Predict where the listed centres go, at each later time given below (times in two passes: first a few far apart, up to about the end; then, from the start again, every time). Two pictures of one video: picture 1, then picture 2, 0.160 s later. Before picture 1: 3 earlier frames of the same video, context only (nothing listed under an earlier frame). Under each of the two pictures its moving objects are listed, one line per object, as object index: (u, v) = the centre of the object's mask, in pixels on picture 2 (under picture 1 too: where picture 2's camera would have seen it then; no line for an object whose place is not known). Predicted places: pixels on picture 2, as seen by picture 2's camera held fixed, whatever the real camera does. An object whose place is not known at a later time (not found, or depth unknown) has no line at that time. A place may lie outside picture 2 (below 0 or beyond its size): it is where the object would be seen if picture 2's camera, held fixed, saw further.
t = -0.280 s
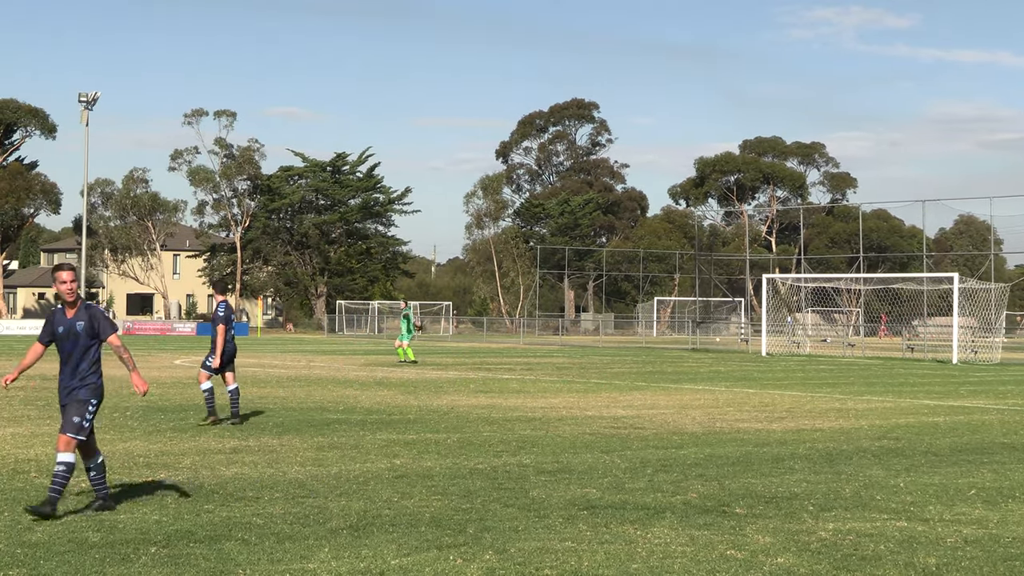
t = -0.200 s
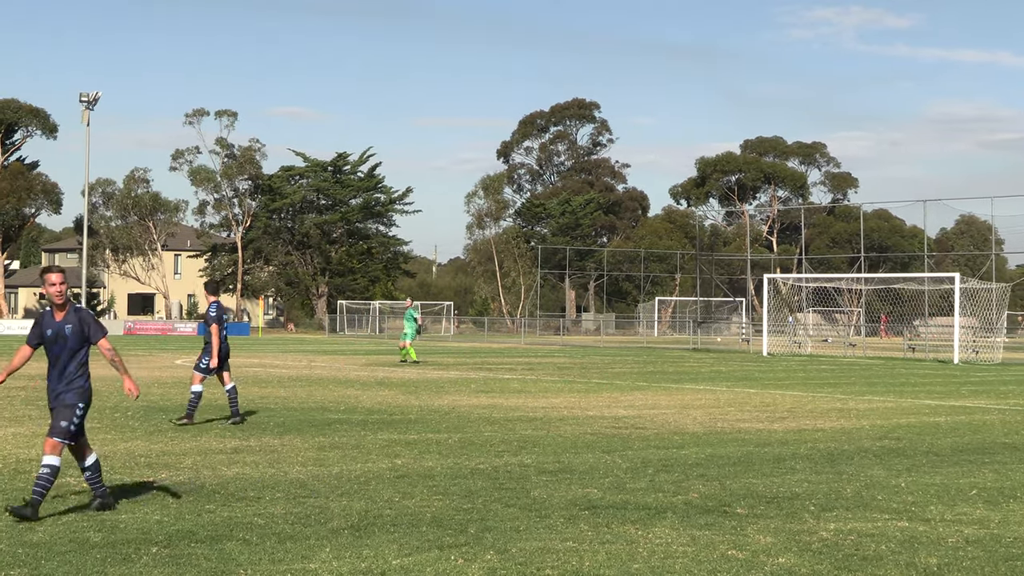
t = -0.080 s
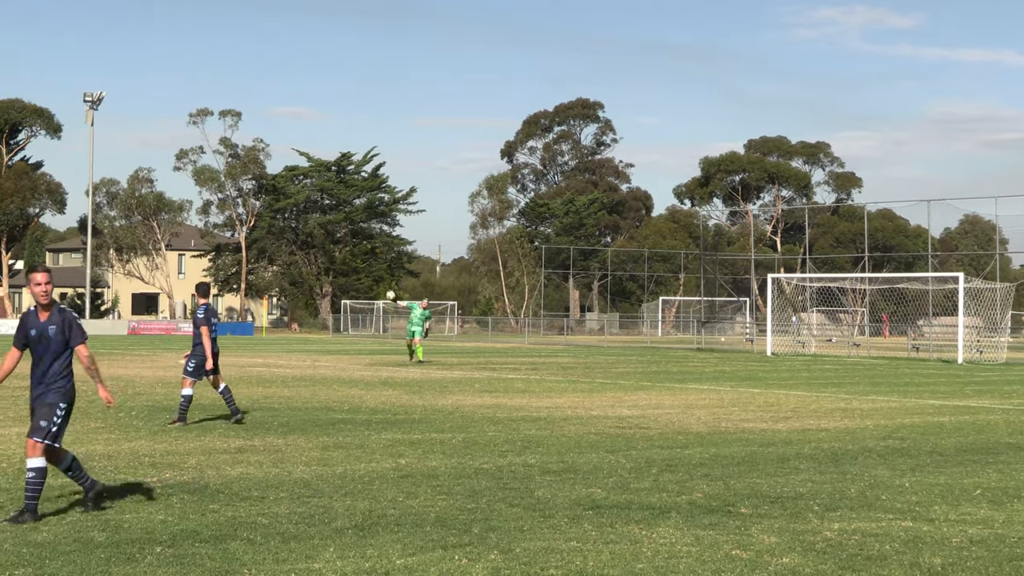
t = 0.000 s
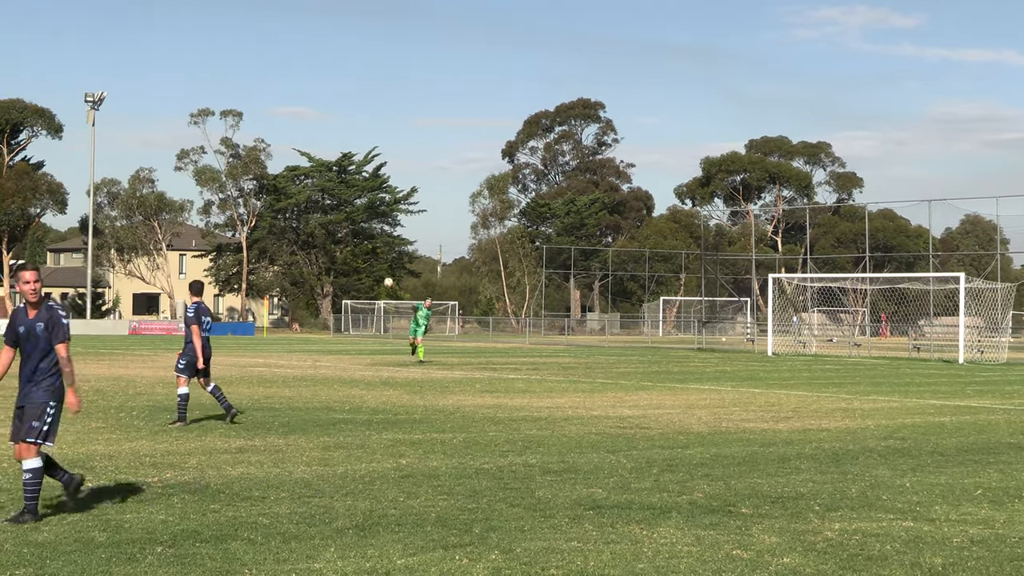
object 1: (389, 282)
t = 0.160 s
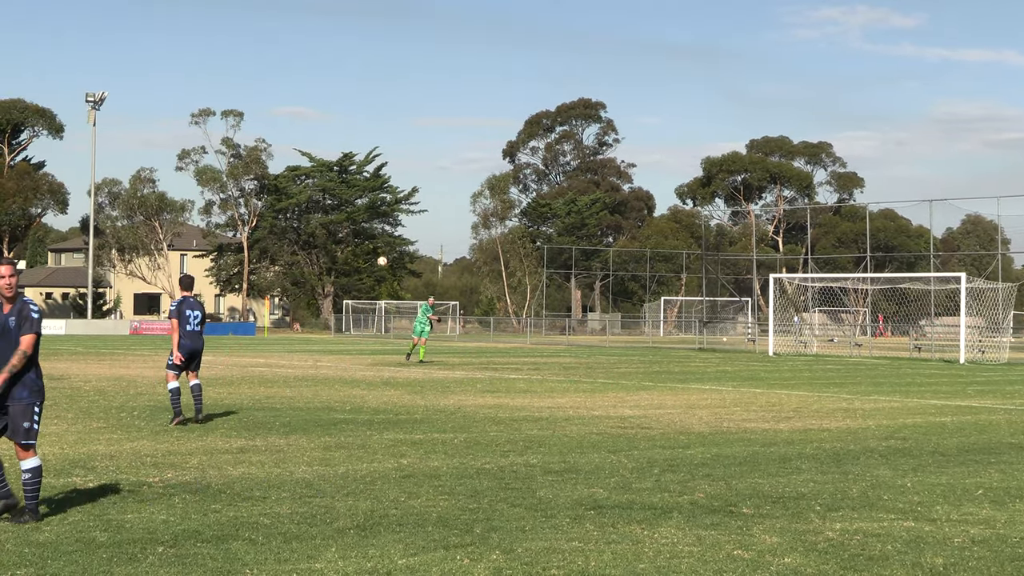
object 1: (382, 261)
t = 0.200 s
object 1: (379, 257)
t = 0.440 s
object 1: (361, 241)
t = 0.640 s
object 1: (338, 245)
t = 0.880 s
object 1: (302, 275)
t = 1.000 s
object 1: (279, 303)
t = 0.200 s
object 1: (379, 257)
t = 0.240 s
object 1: (377, 253)
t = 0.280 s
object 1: (374, 250)
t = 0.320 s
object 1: (371, 247)
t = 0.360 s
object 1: (368, 245)
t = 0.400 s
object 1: (364, 243)
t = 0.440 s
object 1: (361, 241)
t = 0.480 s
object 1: (357, 241)
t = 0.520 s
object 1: (353, 241)
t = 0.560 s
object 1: (348, 241)
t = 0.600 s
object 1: (344, 243)
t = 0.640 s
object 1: (338, 245)
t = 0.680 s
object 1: (333, 248)
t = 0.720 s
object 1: (328, 251)
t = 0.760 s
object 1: (322, 256)
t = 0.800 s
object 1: (316, 261)
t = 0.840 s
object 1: (309, 267)
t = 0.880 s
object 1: (302, 275)
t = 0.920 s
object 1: (295, 283)
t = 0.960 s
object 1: (287, 292)
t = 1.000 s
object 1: (279, 303)
